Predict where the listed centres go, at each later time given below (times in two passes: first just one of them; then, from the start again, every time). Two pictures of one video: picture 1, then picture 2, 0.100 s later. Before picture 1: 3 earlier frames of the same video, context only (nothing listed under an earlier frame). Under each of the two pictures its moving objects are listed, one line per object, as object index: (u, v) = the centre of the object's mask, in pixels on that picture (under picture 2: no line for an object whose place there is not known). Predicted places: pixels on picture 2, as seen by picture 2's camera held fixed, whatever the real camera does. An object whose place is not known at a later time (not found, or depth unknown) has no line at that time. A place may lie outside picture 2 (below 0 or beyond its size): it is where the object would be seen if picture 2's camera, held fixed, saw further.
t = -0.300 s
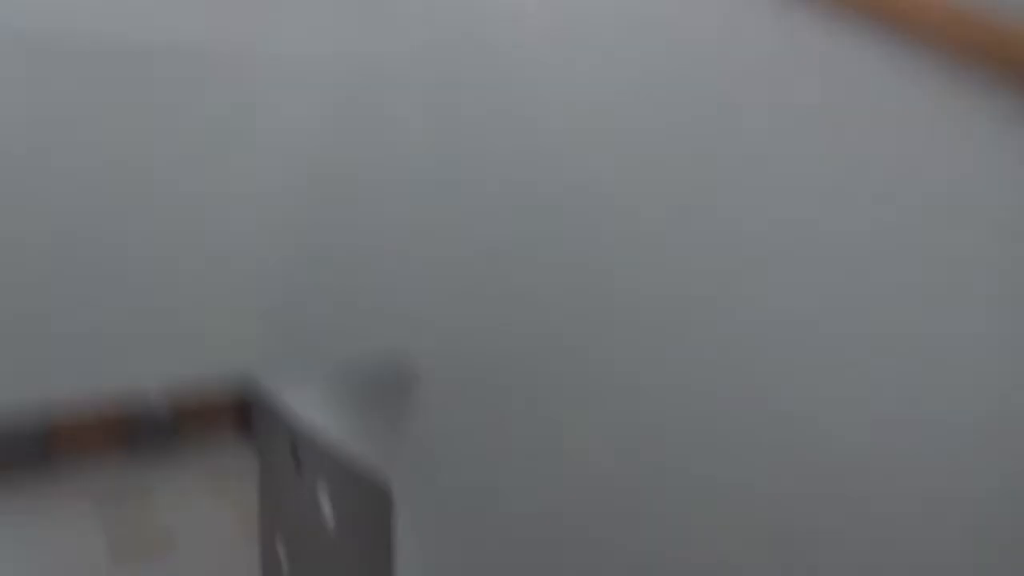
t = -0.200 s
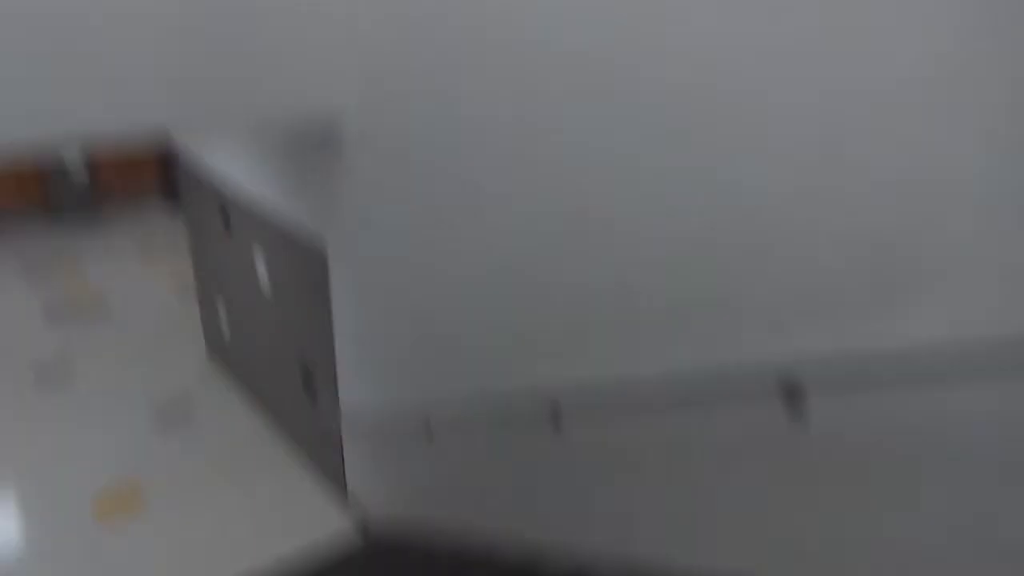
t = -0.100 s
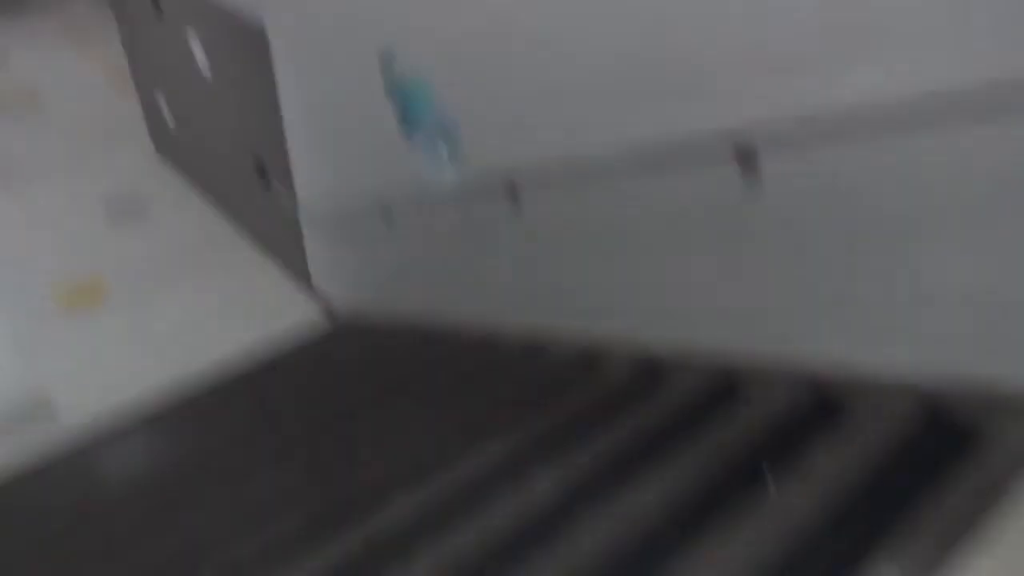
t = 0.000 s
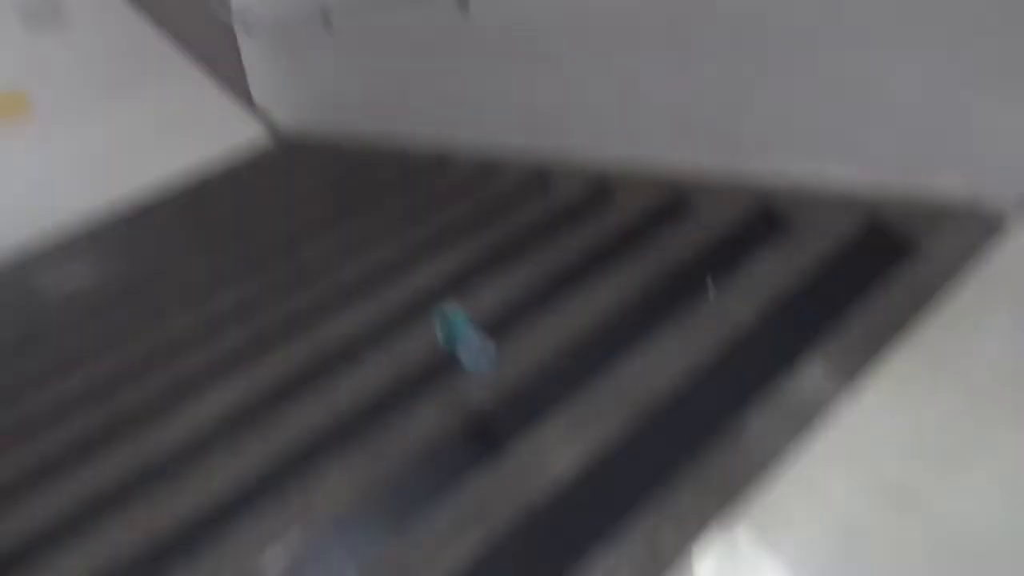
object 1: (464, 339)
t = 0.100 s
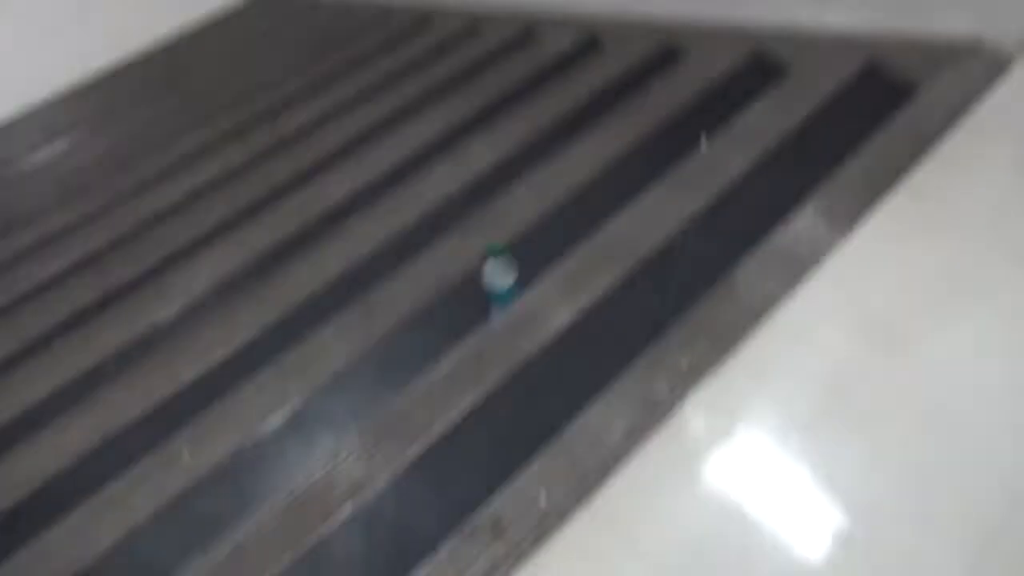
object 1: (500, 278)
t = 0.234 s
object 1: (507, 275)
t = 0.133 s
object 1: (507, 282)
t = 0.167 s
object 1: (508, 277)
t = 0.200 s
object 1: (509, 275)
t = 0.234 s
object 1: (507, 275)
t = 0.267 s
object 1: (504, 277)
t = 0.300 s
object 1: (503, 279)
